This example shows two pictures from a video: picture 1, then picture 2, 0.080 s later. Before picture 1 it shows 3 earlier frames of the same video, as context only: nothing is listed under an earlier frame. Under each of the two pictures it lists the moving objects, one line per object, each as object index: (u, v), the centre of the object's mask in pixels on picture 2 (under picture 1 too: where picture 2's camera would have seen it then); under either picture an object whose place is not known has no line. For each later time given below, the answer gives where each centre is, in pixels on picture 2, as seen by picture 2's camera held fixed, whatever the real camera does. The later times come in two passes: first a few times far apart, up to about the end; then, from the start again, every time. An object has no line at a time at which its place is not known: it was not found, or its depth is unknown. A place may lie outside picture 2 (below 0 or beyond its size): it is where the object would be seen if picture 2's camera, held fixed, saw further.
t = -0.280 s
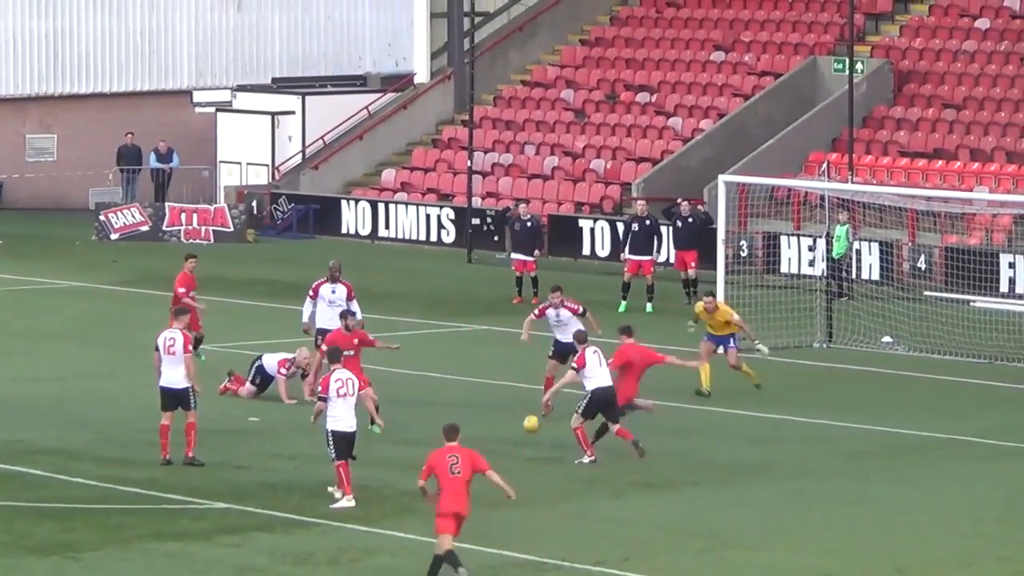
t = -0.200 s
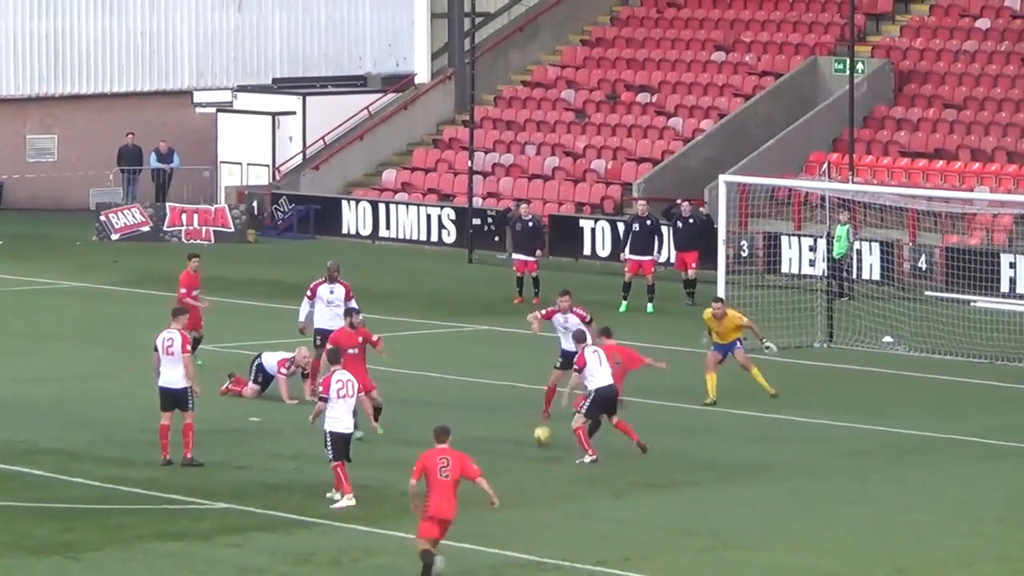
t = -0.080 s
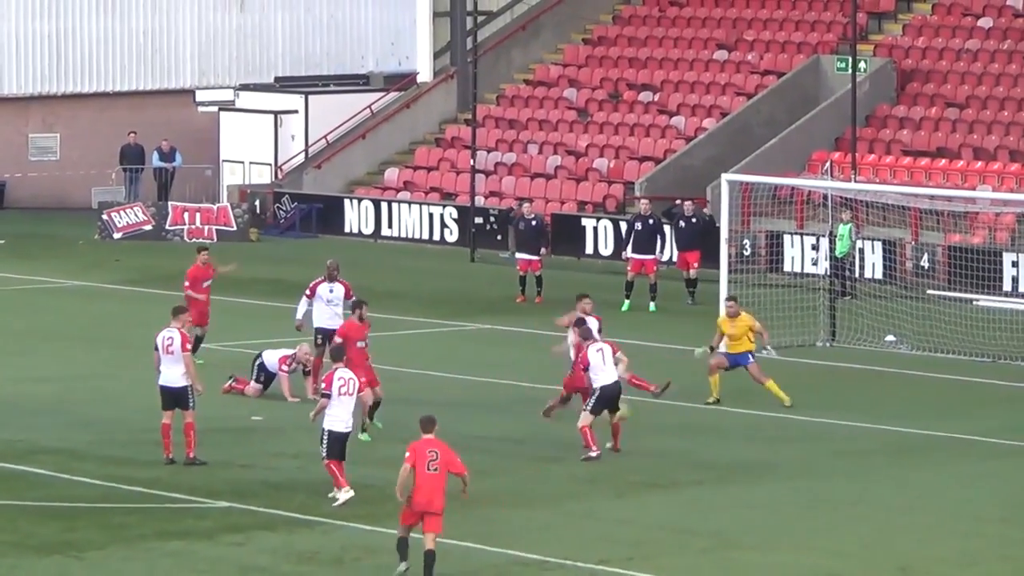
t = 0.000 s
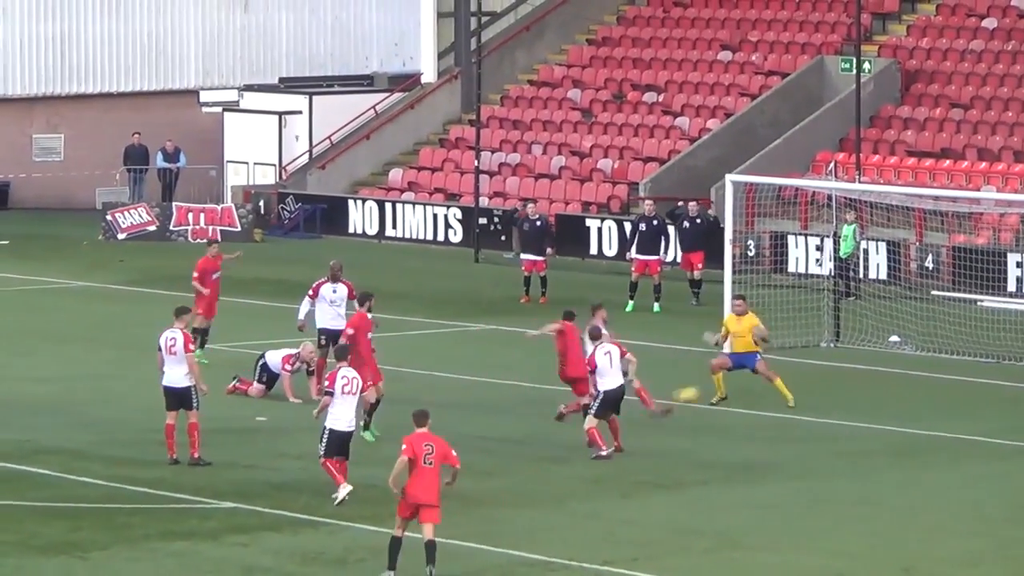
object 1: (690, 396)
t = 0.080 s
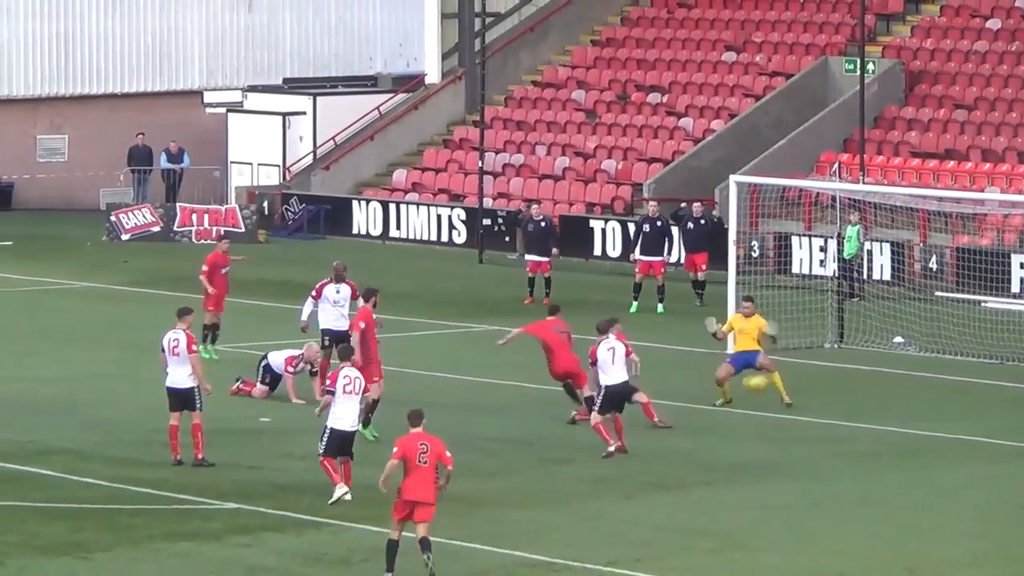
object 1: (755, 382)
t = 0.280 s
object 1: (911, 375)
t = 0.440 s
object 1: (1016, 365)
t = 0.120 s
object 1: (791, 377)
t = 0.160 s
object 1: (820, 373)
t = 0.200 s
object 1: (851, 373)
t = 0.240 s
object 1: (882, 374)
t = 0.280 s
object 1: (911, 375)
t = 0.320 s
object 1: (941, 378)
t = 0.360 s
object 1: (970, 380)
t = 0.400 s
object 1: (993, 372)
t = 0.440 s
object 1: (1016, 365)
